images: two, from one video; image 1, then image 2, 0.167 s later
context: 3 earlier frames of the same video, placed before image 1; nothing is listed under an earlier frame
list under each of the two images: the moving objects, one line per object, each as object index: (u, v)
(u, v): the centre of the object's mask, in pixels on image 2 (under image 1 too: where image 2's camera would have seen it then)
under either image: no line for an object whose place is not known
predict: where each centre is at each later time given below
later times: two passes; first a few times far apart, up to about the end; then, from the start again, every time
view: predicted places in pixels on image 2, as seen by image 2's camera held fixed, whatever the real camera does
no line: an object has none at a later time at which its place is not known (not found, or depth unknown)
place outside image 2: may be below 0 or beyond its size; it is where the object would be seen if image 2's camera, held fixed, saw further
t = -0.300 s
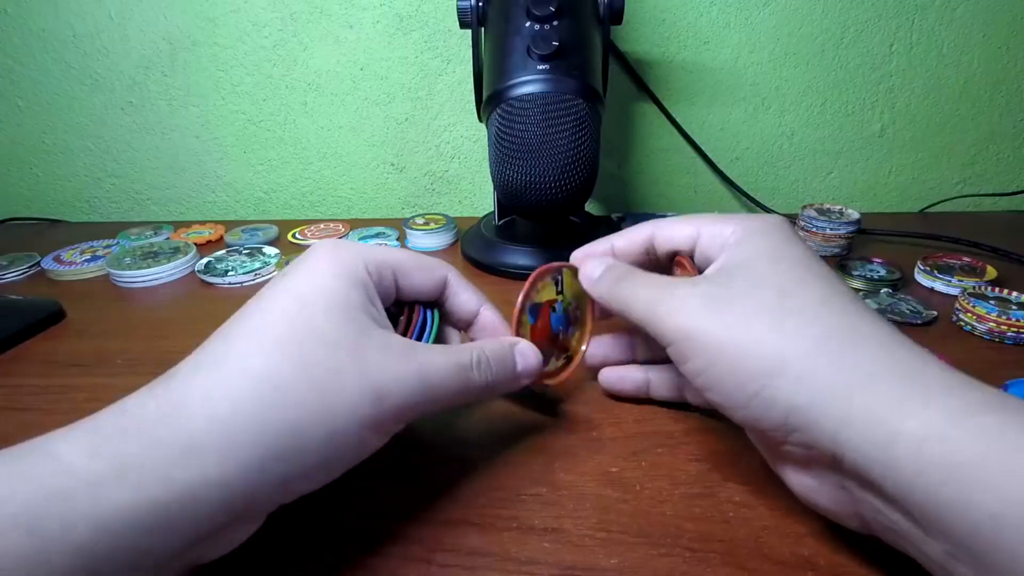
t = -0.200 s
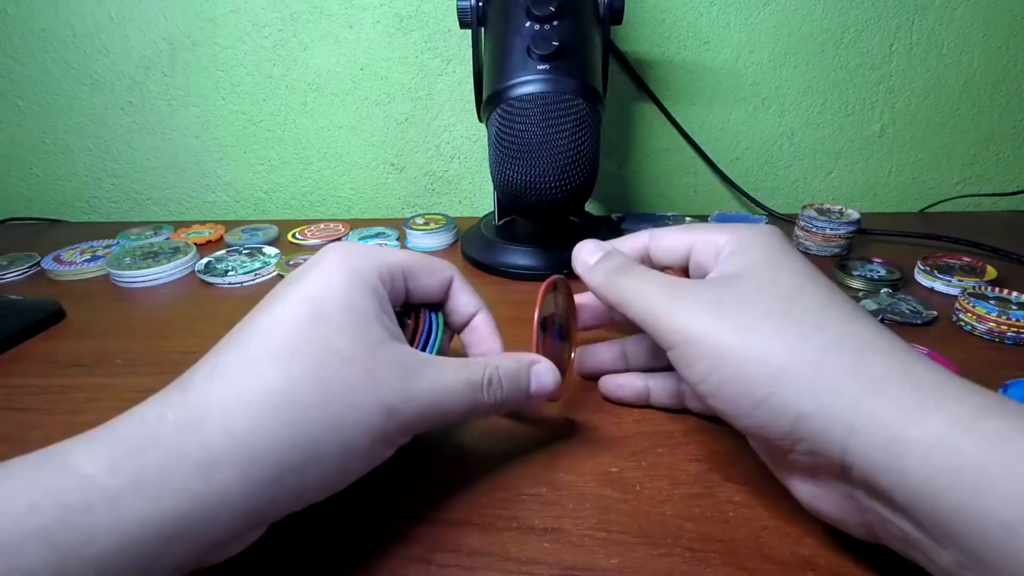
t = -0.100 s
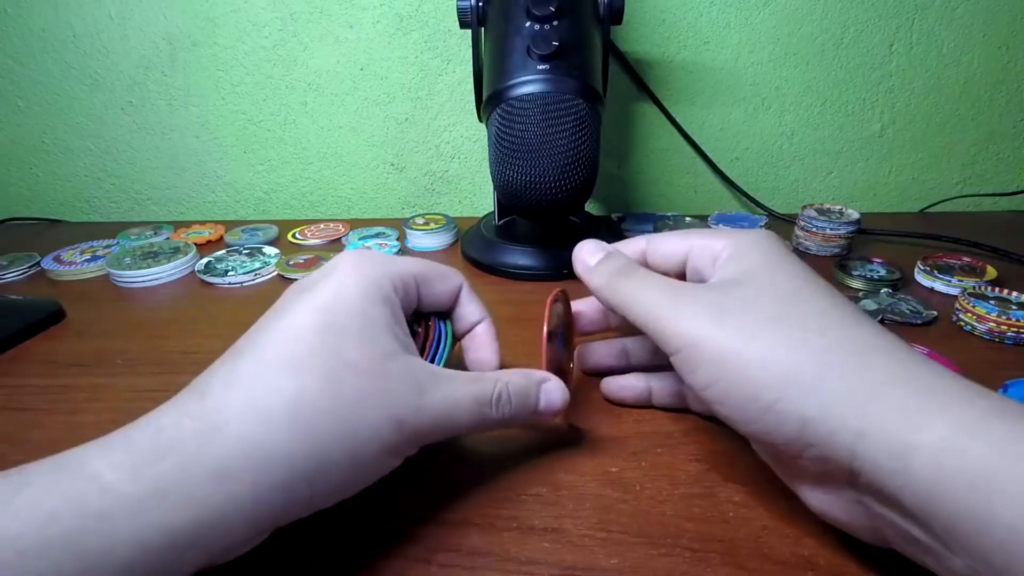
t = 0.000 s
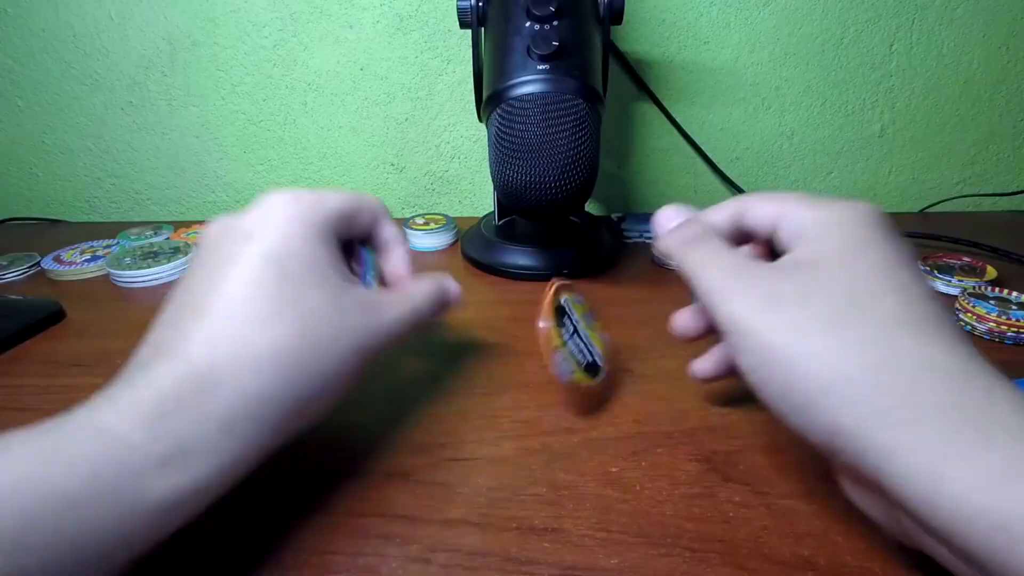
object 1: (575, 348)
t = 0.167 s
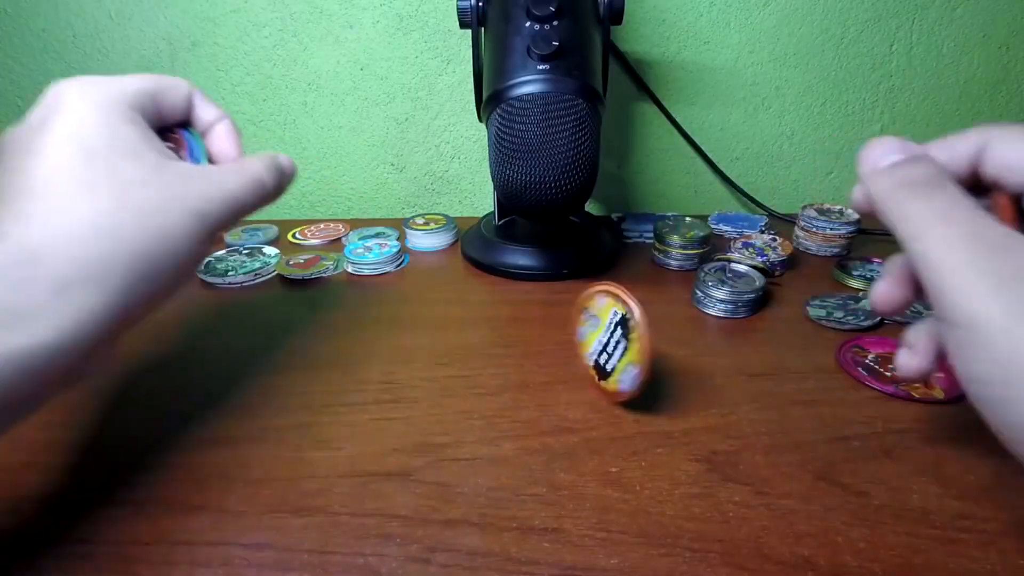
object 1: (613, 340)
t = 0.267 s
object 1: (616, 343)
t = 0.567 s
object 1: (631, 362)
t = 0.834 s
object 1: (617, 373)
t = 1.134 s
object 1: (583, 364)
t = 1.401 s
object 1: (594, 352)
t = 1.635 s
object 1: (599, 356)
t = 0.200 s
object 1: (612, 342)
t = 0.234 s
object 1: (618, 343)
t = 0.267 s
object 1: (616, 343)
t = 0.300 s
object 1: (629, 344)
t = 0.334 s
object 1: (627, 351)
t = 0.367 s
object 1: (634, 349)
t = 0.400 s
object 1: (631, 350)
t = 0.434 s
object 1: (633, 353)
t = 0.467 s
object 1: (640, 355)
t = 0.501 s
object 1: (632, 360)
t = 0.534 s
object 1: (638, 360)
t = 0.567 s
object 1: (631, 362)
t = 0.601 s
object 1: (632, 364)
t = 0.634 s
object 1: (637, 366)
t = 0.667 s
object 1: (627, 371)
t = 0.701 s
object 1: (629, 370)
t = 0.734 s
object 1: (623, 373)
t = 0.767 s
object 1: (614, 373)
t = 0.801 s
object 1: (621, 373)
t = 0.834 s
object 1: (617, 373)
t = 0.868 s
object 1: (609, 372)
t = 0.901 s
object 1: (608, 372)
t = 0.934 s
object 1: (598, 377)
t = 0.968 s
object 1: (596, 372)
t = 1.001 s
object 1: (601, 371)
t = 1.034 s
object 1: (589, 370)
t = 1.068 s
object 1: (590, 364)
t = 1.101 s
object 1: (590, 363)
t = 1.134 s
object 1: (583, 364)
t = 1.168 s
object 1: (586, 360)
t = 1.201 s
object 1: (591, 358)
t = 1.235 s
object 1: (594, 345)
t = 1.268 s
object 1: (588, 353)
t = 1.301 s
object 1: (590, 353)
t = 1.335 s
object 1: (588, 357)
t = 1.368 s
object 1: (589, 352)
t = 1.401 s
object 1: (594, 352)
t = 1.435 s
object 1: (595, 350)
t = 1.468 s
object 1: (592, 351)
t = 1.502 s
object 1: (597, 352)
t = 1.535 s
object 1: (597, 353)
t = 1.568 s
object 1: (594, 355)
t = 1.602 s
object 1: (596, 355)
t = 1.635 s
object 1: (599, 356)
